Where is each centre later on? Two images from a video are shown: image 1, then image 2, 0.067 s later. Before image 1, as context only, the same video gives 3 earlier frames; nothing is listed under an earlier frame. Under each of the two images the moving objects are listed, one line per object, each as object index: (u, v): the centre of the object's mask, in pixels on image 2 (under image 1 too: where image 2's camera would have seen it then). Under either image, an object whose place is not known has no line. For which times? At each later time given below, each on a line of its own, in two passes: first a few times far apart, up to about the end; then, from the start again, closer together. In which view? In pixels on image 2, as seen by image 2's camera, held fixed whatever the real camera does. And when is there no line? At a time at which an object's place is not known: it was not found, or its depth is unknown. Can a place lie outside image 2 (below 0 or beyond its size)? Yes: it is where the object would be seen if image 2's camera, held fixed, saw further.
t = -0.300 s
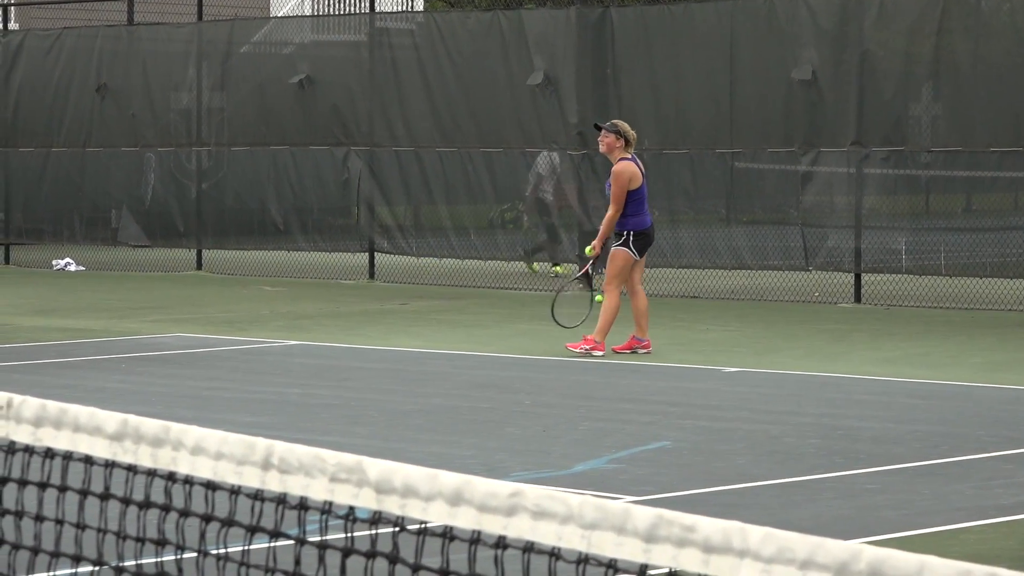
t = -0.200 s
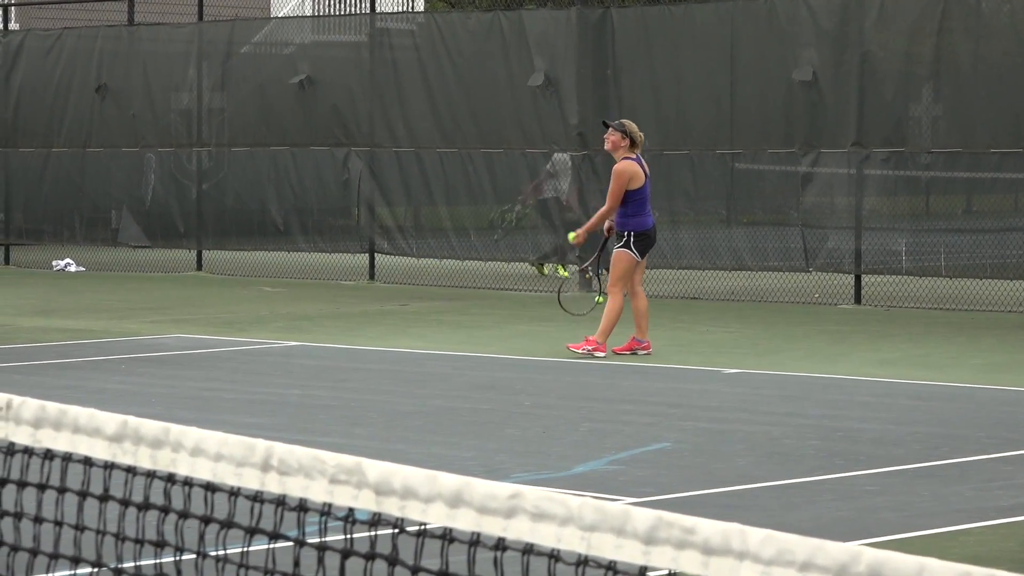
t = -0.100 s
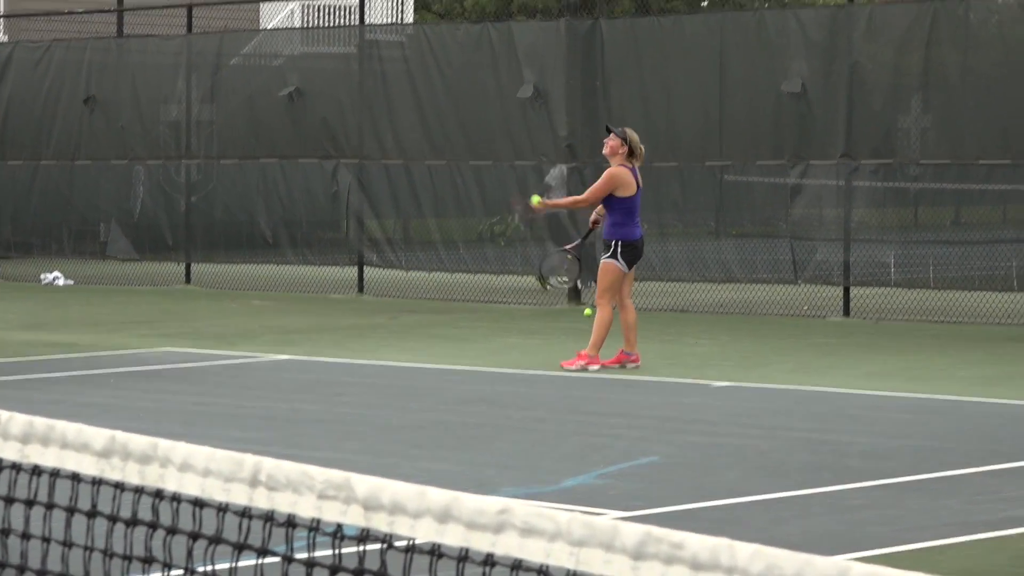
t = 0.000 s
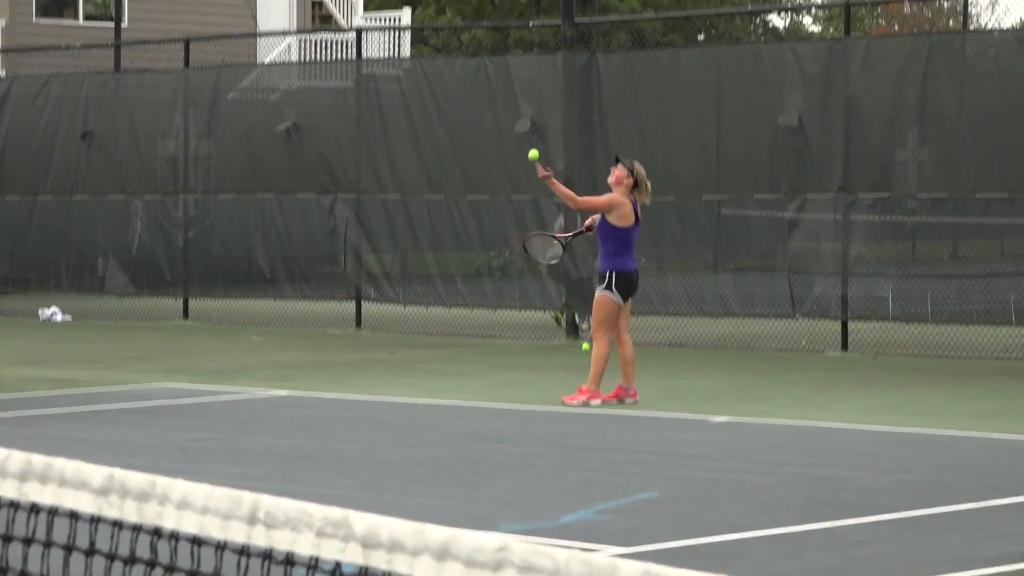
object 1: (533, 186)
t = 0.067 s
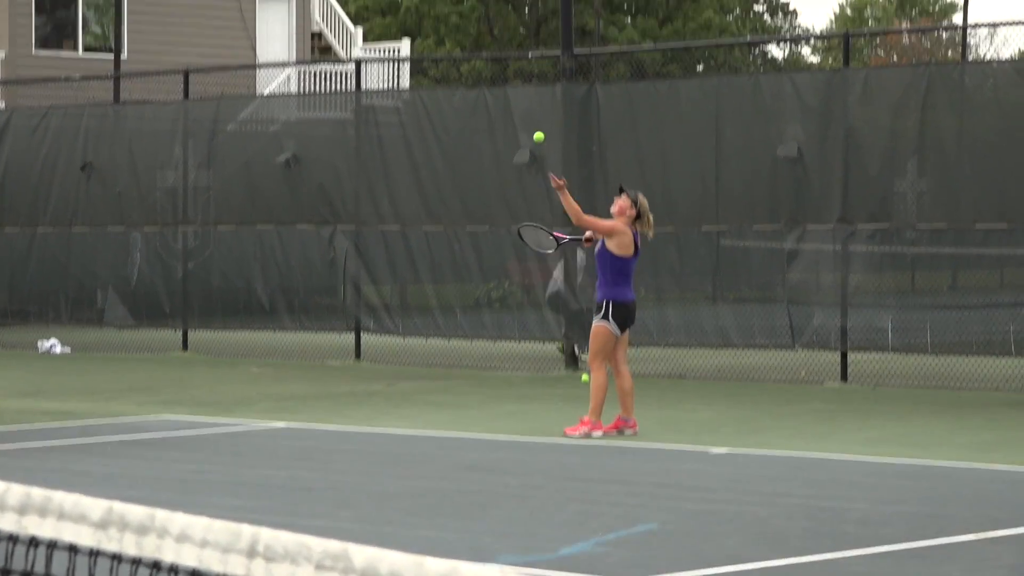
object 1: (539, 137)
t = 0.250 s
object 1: (555, 37)
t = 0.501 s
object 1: (576, -17)
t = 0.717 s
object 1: (594, 11)
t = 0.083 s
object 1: (540, 126)
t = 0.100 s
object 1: (541, 115)
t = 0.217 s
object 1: (552, 51)
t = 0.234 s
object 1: (554, 44)
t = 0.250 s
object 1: (555, 37)
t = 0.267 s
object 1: (557, 30)
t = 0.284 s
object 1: (558, 23)
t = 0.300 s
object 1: (559, 18)
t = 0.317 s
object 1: (561, 12)
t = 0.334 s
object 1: (562, 7)
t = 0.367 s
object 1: (565, -1)
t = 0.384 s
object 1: (566, -4)
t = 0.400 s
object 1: (568, -7)
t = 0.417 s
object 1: (569, -10)
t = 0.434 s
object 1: (571, -12)
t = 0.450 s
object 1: (572, -14)
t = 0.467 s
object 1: (574, -16)
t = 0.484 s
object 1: (575, -17)
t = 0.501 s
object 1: (576, -17)
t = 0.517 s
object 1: (578, -18)
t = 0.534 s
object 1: (579, -18)
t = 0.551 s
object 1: (580, -18)
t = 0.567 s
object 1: (582, -17)
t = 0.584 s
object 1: (583, -16)
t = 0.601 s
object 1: (584, -13)
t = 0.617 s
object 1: (586, -11)
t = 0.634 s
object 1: (587, -9)
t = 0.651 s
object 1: (588, -5)
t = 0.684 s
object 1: (591, 2)
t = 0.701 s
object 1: (592, 6)
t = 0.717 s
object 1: (594, 11)
